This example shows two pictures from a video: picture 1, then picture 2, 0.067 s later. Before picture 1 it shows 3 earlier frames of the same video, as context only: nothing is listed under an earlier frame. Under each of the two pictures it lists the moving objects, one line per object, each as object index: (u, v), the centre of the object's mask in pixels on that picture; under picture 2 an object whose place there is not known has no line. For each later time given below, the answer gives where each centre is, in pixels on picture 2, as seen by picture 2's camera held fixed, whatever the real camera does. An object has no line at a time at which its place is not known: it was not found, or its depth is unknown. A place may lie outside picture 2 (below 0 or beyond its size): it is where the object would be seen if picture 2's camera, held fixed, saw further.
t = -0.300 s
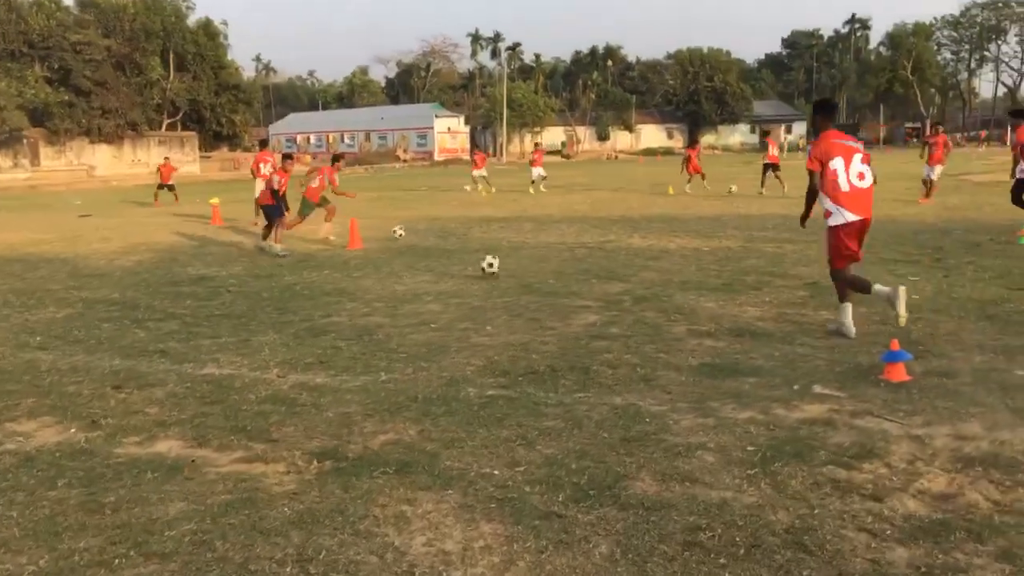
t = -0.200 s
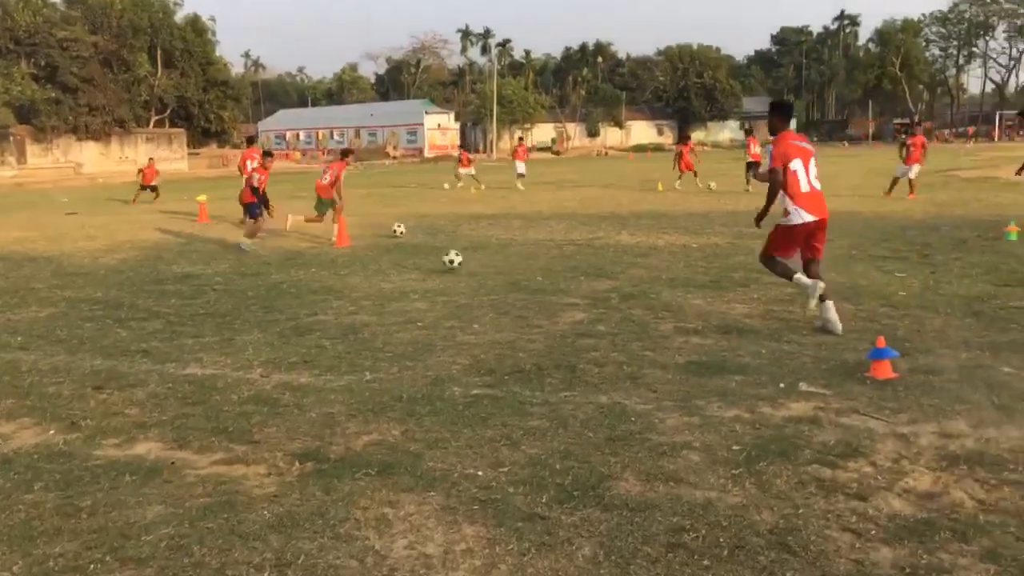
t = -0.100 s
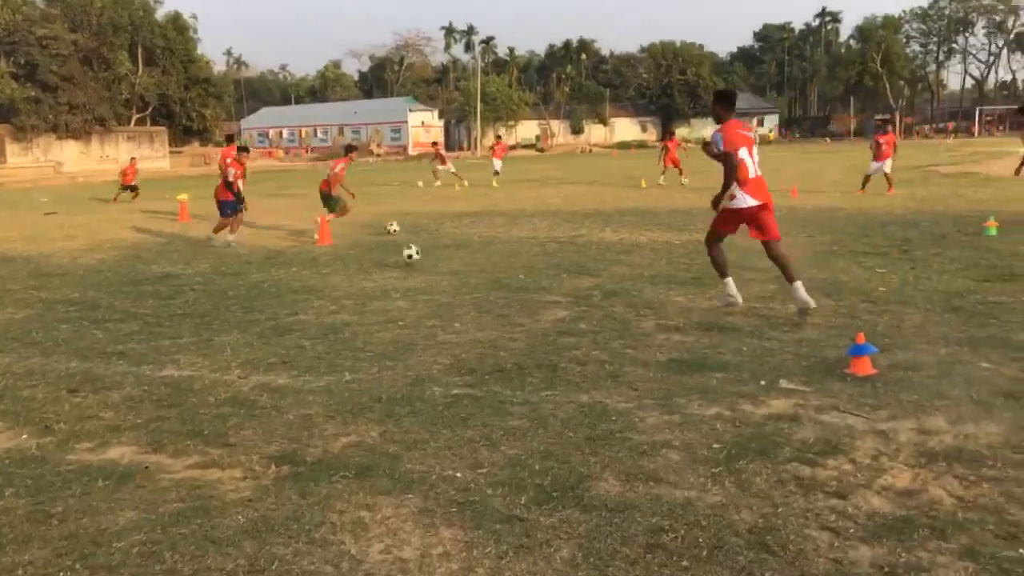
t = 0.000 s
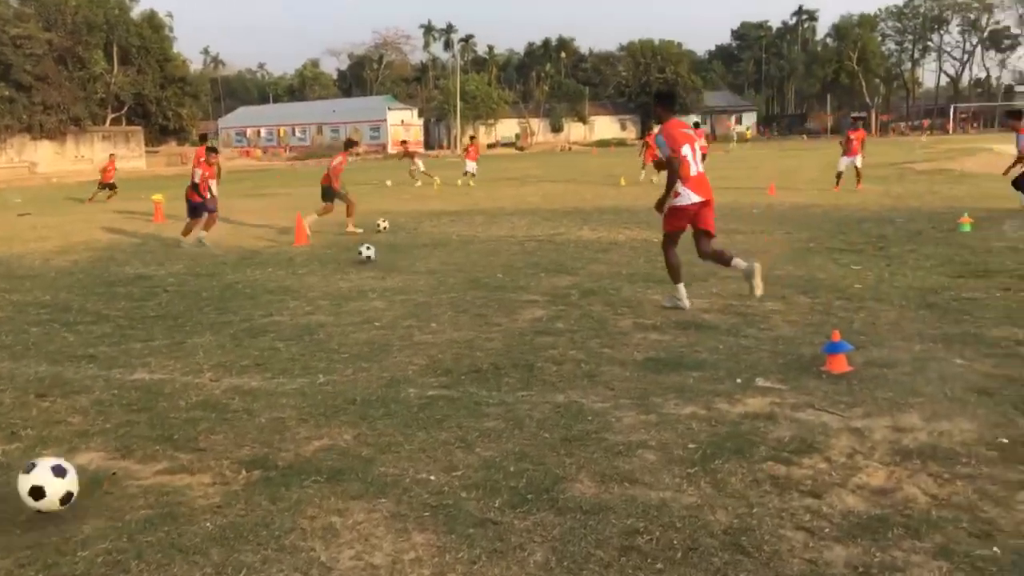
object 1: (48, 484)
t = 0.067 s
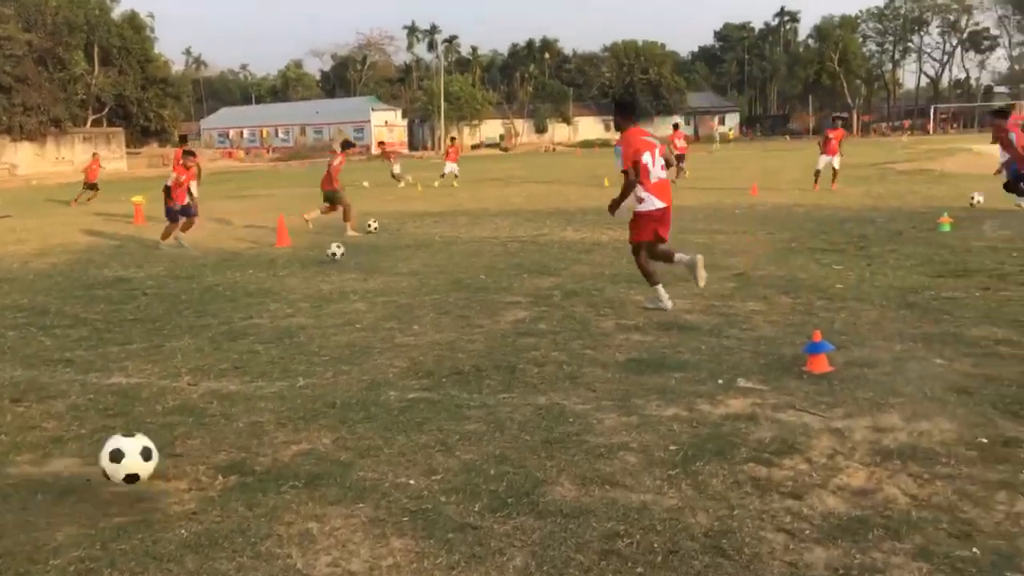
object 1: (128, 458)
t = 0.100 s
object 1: (180, 447)
